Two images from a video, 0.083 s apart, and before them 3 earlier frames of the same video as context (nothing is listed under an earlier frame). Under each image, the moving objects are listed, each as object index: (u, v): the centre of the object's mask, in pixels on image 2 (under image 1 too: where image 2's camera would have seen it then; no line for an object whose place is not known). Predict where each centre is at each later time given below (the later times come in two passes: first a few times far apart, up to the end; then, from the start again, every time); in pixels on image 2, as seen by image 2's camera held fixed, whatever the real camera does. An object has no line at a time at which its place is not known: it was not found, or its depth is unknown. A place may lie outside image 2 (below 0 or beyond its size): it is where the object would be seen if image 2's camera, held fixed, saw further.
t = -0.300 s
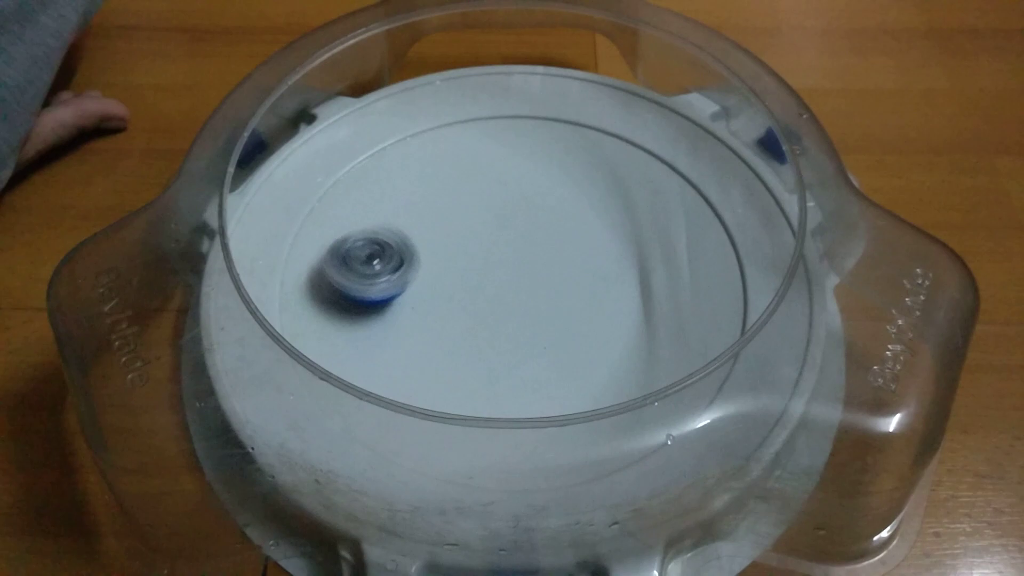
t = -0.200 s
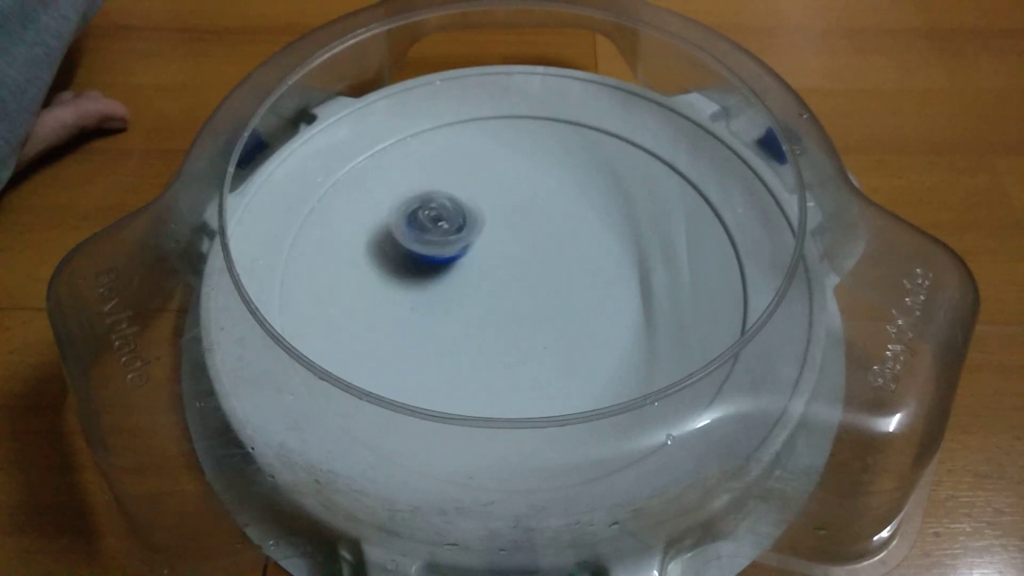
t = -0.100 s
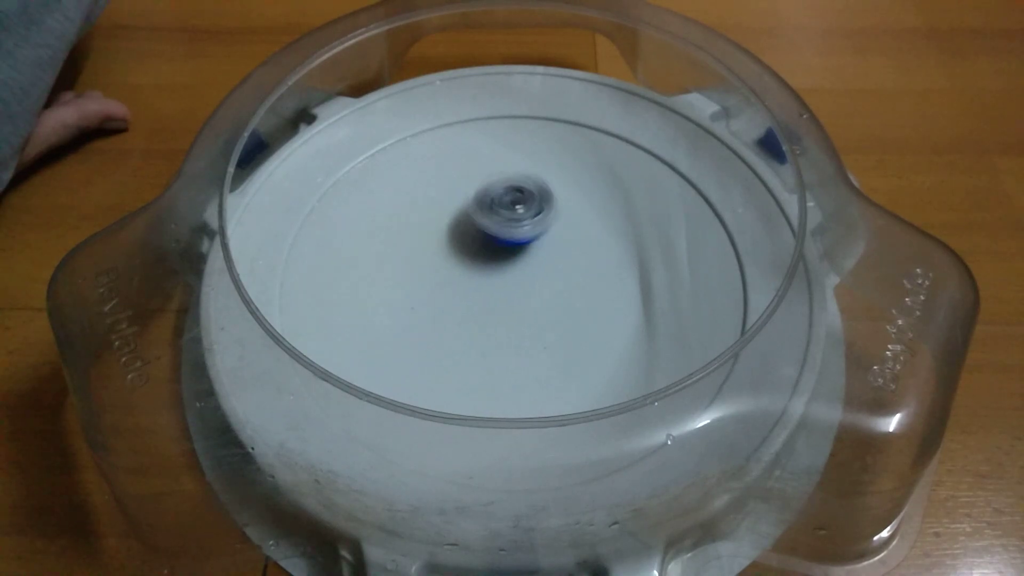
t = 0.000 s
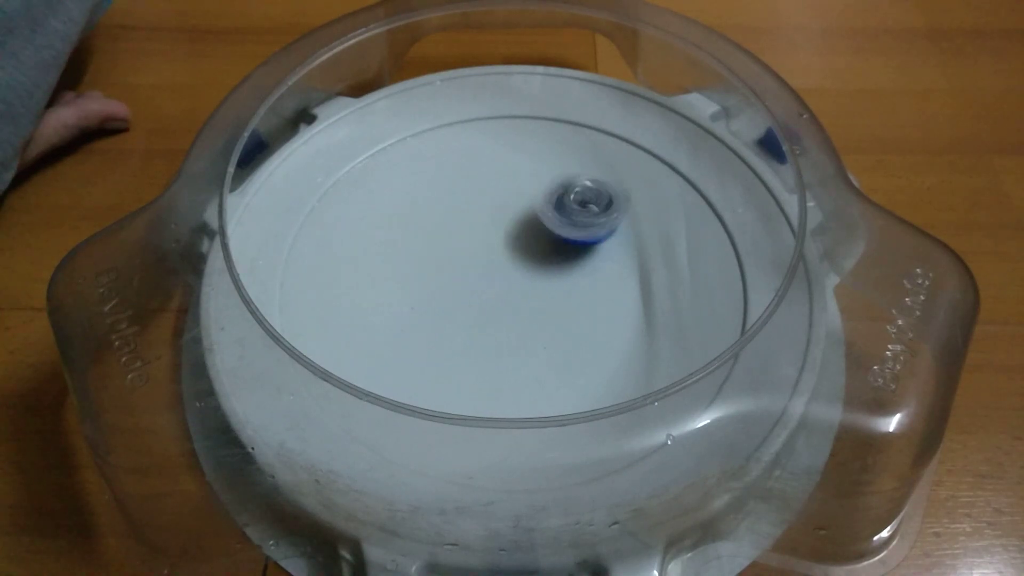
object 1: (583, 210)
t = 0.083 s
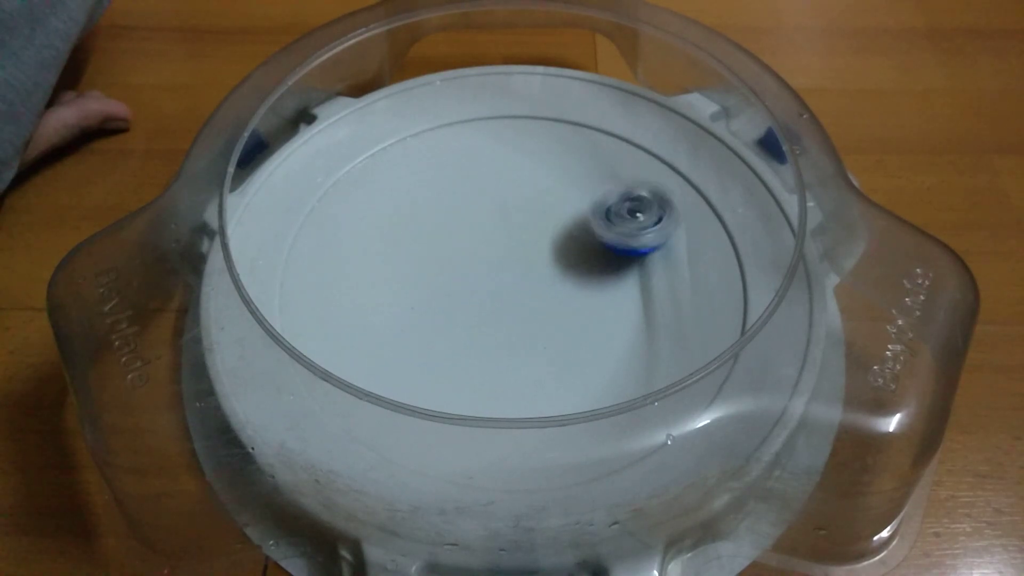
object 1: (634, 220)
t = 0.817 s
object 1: (406, 209)
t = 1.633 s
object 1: (481, 383)
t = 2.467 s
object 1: (636, 253)
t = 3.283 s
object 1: (510, 231)
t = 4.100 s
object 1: (499, 224)
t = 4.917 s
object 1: (418, 301)
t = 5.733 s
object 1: (584, 321)
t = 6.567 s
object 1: (535, 219)
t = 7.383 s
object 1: (501, 251)
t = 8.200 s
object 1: (492, 250)
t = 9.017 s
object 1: (485, 296)
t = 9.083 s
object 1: (467, 295)
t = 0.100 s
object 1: (641, 222)
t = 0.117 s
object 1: (649, 226)
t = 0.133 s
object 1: (655, 230)
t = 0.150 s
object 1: (661, 233)
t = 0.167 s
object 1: (669, 238)
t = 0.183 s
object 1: (674, 244)
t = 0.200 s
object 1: (679, 249)
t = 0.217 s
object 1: (682, 256)
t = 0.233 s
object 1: (685, 263)
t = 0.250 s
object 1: (685, 271)
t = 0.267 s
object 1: (686, 278)
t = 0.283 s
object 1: (685, 286)
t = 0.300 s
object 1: (683, 294)
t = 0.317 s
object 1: (678, 304)
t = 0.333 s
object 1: (671, 311)
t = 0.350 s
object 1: (662, 319)
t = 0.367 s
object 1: (651, 325)
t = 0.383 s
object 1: (639, 329)
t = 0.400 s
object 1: (624, 334)
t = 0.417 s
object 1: (614, 336)
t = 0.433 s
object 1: (598, 338)
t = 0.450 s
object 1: (584, 336)
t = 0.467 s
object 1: (571, 337)
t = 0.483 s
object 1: (555, 336)
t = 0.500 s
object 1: (540, 333)
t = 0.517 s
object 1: (527, 330)
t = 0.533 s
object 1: (515, 325)
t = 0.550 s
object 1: (503, 321)
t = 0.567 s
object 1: (492, 315)
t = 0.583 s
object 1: (482, 309)
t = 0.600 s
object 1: (471, 303)
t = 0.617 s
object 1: (462, 295)
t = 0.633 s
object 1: (451, 289)
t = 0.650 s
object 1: (443, 282)
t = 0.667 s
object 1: (435, 275)
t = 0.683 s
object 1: (430, 268)
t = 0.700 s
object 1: (424, 261)
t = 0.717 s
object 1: (419, 253)
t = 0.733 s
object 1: (415, 245)
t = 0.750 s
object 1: (410, 239)
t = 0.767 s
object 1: (408, 230)
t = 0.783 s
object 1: (406, 223)
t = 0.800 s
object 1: (407, 217)
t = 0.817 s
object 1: (406, 209)
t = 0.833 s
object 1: (405, 203)
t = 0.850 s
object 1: (407, 195)
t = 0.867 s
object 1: (408, 189)
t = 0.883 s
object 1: (409, 180)
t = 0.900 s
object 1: (412, 175)
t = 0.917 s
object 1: (418, 170)
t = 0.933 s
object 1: (423, 164)
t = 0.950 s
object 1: (428, 160)
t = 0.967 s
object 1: (436, 155)
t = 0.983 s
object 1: (442, 152)
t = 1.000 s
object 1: (450, 149)
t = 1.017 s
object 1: (459, 149)
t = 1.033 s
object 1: (469, 150)
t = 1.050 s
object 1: (477, 151)
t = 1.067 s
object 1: (487, 154)
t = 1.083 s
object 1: (496, 158)
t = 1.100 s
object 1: (504, 163)
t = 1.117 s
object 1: (514, 168)
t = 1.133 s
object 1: (521, 174)
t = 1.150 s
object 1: (531, 182)
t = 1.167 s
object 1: (538, 189)
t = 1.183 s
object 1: (545, 199)
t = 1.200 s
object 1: (551, 206)
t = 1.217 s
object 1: (555, 216)
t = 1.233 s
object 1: (559, 225)
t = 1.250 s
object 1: (563, 234)
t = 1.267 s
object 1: (568, 244)
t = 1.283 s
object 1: (569, 253)
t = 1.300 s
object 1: (572, 263)
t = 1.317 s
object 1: (572, 273)
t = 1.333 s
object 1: (572, 282)
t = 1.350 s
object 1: (572, 290)
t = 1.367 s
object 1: (571, 299)
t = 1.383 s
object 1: (571, 308)
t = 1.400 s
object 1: (568, 316)
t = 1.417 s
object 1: (566, 326)
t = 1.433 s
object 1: (563, 333)
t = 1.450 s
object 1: (559, 341)
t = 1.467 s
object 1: (558, 347)
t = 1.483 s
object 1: (553, 354)
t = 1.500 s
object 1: (547, 360)
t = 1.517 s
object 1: (540, 366)
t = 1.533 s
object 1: (532, 372)
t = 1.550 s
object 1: (526, 375)
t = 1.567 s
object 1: (520, 378)
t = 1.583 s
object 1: (511, 380)
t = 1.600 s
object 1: (499, 382)
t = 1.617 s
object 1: (490, 383)
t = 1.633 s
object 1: (481, 383)
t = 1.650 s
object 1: (472, 382)
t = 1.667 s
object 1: (463, 380)
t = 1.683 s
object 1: (452, 377)
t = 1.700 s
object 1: (443, 373)
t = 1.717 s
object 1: (437, 369)
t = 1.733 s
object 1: (432, 365)
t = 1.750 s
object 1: (428, 356)
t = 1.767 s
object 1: (422, 347)
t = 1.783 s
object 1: (421, 338)
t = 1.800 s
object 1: (423, 330)
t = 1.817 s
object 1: (423, 321)
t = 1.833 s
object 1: (425, 312)
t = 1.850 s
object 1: (426, 303)
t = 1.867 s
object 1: (429, 293)
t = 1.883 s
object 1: (437, 285)
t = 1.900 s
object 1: (441, 278)
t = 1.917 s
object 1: (446, 269)
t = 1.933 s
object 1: (452, 262)
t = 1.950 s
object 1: (458, 255)
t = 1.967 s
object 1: (466, 248)
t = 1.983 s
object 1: (474, 243)
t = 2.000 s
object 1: (480, 236)
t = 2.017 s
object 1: (488, 230)
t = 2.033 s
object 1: (496, 225)
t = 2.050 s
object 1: (505, 220)
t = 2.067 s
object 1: (513, 215)
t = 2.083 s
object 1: (519, 211)
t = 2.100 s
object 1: (526, 205)
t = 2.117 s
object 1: (535, 202)
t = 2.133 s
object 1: (543, 199)
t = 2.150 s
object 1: (550, 196)
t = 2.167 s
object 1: (557, 193)
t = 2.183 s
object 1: (565, 190)
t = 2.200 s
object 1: (572, 189)
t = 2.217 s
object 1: (581, 187)
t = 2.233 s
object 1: (590, 187)
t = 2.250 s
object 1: (596, 187)
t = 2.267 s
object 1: (605, 188)
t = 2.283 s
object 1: (612, 188)
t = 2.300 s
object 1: (619, 190)
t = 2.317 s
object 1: (626, 193)
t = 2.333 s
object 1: (631, 196)
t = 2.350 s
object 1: (638, 201)
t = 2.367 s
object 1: (641, 208)
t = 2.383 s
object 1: (645, 213)
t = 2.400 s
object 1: (645, 221)
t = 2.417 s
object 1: (646, 228)
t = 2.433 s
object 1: (646, 235)
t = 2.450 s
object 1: (642, 243)
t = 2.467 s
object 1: (636, 253)
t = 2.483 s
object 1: (630, 259)
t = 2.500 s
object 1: (624, 266)
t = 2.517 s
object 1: (615, 275)
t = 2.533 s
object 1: (604, 280)
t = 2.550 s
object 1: (593, 285)
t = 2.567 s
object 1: (586, 288)
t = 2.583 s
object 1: (575, 292)
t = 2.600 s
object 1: (563, 295)
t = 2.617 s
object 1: (552, 297)
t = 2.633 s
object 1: (540, 300)
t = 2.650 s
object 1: (530, 300)
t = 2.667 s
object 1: (519, 301)
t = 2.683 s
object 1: (506, 302)
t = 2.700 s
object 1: (497, 302)
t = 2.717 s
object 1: (487, 301)
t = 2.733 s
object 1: (475, 301)
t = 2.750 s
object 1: (464, 298)
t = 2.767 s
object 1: (454, 298)
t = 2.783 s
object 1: (446, 296)
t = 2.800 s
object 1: (436, 293)
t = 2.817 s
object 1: (425, 291)
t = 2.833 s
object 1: (418, 288)
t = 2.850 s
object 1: (411, 285)
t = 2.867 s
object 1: (404, 280)
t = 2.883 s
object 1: (396, 275)
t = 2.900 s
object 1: (393, 271)
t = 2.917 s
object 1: (389, 266)
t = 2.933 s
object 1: (384, 259)
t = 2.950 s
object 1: (381, 253)
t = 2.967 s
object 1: (381, 248)
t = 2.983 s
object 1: (380, 241)
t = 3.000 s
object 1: (380, 236)
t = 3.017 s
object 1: (382, 230)
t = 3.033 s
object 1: (385, 226)
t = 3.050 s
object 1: (390, 222)
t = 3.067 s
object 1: (394, 216)
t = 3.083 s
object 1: (401, 214)
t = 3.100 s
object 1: (412, 211)
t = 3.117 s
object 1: (419, 209)
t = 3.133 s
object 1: (425, 208)
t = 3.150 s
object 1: (437, 207)
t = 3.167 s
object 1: (446, 209)
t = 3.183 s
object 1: (455, 210)
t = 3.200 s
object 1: (464, 211)
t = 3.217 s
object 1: (475, 215)
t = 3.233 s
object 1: (484, 218)
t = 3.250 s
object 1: (492, 221)
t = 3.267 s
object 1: (500, 225)
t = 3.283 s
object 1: (510, 231)
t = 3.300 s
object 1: (517, 235)
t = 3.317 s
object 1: (523, 240)
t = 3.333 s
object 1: (532, 246)
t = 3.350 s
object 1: (539, 251)
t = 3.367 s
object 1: (546, 256)
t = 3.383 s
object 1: (552, 262)
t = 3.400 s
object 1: (559, 268)
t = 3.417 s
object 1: (565, 273)
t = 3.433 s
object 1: (570, 279)
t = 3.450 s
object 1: (574, 285)
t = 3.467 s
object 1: (580, 290)
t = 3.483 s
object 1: (584, 297)
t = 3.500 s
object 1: (585, 302)
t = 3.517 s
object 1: (590, 307)
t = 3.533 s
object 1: (592, 314)
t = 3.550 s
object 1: (592, 319)
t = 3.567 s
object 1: (594, 323)
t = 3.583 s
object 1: (595, 331)
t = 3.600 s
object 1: (594, 336)
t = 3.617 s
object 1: (591, 341)
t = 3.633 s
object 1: (592, 346)
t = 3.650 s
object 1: (588, 352)
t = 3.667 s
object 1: (582, 357)
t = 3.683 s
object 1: (577, 360)
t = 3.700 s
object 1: (572, 362)
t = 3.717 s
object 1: (562, 363)
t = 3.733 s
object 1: (553, 364)
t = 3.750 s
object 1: (547, 363)
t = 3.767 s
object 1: (537, 360)
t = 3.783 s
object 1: (527, 356)
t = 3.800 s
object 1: (522, 352)
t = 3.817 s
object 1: (514, 346)
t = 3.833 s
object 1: (506, 340)
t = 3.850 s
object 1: (504, 334)
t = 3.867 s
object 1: (499, 326)
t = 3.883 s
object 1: (494, 318)
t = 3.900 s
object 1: (493, 311)
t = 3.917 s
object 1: (492, 302)
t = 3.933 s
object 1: (488, 295)
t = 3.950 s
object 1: (490, 288)
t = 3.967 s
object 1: (489, 280)
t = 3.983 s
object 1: (487, 273)
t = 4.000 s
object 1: (490, 265)
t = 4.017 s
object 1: (491, 258)
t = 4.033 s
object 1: (490, 252)
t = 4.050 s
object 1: (493, 244)
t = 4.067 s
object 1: (496, 238)
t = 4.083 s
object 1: (496, 231)
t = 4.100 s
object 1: (499, 224)
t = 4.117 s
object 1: (503, 219)
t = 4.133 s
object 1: (505, 213)
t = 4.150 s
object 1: (508, 207)
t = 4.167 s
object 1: (512, 202)
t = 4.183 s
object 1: (515, 198)
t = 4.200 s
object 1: (517, 192)
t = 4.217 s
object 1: (523, 189)
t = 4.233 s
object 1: (526, 186)
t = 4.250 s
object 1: (530, 182)
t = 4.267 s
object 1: (536, 180)
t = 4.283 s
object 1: (541, 178)
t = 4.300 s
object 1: (545, 176)
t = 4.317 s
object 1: (552, 175)
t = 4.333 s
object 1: (558, 176)
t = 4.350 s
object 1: (561, 177)
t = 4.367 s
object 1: (567, 180)
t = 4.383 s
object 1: (573, 183)
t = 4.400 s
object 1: (576, 187)
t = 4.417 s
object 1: (578, 189)
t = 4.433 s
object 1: (582, 194)
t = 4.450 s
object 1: (580, 200)
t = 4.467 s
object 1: (582, 206)
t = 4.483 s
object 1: (583, 212)
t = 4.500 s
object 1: (579, 220)
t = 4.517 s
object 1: (578, 226)
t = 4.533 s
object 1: (575, 234)
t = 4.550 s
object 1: (571, 239)
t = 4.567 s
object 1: (568, 245)
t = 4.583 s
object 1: (562, 252)
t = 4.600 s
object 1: (557, 257)
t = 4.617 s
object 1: (551, 261)
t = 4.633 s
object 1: (544, 267)
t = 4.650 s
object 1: (537, 271)
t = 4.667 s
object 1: (531, 276)
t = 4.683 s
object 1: (522, 281)
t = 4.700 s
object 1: (516, 284)
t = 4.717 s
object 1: (509, 287)
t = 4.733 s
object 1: (500, 292)
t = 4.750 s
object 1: (494, 294)
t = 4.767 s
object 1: (487, 296)
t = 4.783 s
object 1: (477, 300)
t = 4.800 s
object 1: (471, 301)
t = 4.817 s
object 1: (464, 302)
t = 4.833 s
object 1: (453, 304)
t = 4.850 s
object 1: (448, 304)
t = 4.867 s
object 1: (441, 304)
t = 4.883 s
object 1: (431, 304)
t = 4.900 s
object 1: (426, 304)
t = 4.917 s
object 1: (418, 301)
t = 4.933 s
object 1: (411, 300)
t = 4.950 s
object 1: (407, 297)
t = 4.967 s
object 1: (401, 293)
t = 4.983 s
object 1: (398, 290)
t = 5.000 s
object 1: (396, 285)
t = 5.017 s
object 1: (394, 278)
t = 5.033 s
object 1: (395, 274)
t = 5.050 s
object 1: (396, 269)
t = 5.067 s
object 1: (399, 262)
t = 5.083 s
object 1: (404, 260)
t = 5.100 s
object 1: (409, 256)
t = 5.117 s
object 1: (418, 251)
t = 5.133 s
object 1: (425, 250)
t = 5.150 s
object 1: (431, 248)
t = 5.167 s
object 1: (441, 246)
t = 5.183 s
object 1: (449, 246)
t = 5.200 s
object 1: (457, 246)
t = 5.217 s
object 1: (467, 247)
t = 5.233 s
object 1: (474, 247)
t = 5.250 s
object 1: (483, 248)
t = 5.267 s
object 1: (491, 249)
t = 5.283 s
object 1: (499, 250)
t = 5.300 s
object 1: (508, 253)
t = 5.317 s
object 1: (516, 254)
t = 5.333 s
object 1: (523, 256)
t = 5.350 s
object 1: (532, 259)
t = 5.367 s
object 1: (537, 261)
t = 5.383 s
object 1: (546, 264)
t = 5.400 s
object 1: (553, 266)
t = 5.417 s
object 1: (557, 269)
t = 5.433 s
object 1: (566, 272)
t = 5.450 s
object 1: (571, 274)
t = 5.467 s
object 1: (575, 277)
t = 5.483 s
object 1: (581, 281)
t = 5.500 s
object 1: (584, 283)
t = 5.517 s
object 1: (590, 288)
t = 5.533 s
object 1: (592, 291)
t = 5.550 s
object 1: (595, 294)
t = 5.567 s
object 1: (598, 299)
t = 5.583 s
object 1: (598, 302)
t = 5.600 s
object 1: (601, 306)
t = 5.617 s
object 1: (599, 309)
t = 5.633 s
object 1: (598, 311)
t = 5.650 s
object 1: (598, 314)
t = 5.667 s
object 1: (596, 315)
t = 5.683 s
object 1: (596, 318)
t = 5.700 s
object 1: (592, 319)
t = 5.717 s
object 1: (588, 320)
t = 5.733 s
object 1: (584, 321)
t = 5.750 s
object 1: (579, 322)
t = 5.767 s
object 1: (576, 322)
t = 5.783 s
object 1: (570, 322)
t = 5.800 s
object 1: (563, 323)
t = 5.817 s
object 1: (560, 322)
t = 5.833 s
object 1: (553, 320)
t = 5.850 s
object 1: (549, 318)
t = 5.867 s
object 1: (542, 316)
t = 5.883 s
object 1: (537, 312)
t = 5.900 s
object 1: (532, 309)
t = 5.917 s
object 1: (523, 304)
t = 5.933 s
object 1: (521, 300)
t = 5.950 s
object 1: (515, 295)
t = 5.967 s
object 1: (511, 291)
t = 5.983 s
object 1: (506, 285)
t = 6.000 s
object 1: (503, 280)
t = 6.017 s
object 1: (500, 275)
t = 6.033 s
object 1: (495, 269)
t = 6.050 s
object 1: (494, 265)
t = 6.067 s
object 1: (491, 259)
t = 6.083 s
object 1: (489, 254)
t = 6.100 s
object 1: (488, 249)
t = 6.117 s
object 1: (486, 242)
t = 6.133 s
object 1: (487, 237)
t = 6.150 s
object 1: (484, 232)
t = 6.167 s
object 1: (486, 227)
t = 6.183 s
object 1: (486, 222)
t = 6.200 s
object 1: (487, 218)
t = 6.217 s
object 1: (489, 214)
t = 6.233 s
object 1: (489, 208)
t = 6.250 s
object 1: (492, 205)
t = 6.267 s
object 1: (493, 202)
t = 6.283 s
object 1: (497, 198)
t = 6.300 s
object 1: (498, 195)
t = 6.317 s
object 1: (500, 193)
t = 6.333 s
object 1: (505, 192)
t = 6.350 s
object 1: (507, 191)
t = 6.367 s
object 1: (512, 191)
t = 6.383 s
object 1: (513, 192)
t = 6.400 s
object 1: (518, 192)
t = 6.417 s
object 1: (521, 193)
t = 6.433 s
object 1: (522, 195)
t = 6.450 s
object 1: (524, 197)
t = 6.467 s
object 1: (525, 198)
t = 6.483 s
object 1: (527, 201)
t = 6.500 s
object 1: (528, 203)
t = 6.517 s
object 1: (532, 206)
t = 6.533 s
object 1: (532, 210)
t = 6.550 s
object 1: (534, 214)
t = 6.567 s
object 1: (535, 219)
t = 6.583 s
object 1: (536, 222)
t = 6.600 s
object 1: (536, 227)
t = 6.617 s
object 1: (533, 232)
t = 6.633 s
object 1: (535, 238)
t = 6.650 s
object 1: (531, 243)
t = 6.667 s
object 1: (531, 248)
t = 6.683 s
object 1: (528, 254)
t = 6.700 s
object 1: (526, 257)
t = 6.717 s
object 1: (522, 262)
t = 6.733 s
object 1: (518, 267)
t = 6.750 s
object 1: (515, 272)
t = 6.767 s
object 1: (510, 275)
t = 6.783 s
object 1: (507, 279)
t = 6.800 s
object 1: (501, 283)
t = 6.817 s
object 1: (499, 286)
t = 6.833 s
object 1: (493, 289)
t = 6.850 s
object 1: (489, 291)
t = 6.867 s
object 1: (483, 294)
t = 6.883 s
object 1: (479, 295)
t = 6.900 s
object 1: (474, 298)
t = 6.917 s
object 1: (467, 299)
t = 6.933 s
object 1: (464, 300)
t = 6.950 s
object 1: (457, 301)
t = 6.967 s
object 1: (454, 301)
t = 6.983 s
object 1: (446, 300)
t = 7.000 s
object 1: (444, 300)
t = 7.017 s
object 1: (437, 298)
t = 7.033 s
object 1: (436, 295)
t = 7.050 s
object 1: (430, 293)
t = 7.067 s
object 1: (430, 290)
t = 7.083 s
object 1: (428, 286)
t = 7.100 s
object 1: (427, 285)
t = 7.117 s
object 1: (426, 281)
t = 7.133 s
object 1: (427, 277)
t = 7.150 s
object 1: (428, 274)
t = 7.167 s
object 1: (429, 272)
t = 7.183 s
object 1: (433, 268)
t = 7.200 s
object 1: (436, 265)
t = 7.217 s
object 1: (441, 262)
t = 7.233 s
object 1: (445, 260)
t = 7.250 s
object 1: (452, 257)
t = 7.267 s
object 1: (456, 254)
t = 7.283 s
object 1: (463, 253)
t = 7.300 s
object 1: (466, 252)
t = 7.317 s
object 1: (476, 251)
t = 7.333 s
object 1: (480, 250)
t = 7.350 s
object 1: (488, 251)
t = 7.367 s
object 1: (492, 250)
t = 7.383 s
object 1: (501, 251)
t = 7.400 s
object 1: (506, 251)
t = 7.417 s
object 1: (513, 252)
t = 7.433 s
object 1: (518, 254)
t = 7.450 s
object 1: (525, 255)
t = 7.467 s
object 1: (530, 256)
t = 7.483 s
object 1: (536, 258)
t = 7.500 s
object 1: (540, 260)
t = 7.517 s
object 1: (546, 261)
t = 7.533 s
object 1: (550, 263)
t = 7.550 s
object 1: (554, 266)
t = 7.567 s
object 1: (559, 268)
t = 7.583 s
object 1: (563, 270)
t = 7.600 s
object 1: (565, 273)
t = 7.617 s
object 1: (568, 275)
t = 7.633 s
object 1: (572, 278)
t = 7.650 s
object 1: (573, 280)
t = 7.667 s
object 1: (576, 284)
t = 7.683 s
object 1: (575, 286)
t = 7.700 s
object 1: (577, 290)
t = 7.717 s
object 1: (577, 291)
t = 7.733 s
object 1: (576, 295)
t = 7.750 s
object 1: (574, 296)
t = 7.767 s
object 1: (575, 298)
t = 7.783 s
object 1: (572, 299)
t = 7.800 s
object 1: (571, 301)
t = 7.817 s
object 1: (568, 302)
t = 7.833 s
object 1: (565, 304)
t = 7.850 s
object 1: (564, 303)
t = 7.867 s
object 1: (560, 304)
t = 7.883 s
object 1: (555, 305)
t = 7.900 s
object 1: (552, 305)
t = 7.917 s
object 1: (548, 304)
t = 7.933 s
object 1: (543, 304)
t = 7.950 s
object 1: (538, 303)
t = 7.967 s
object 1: (535, 301)
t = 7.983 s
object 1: (529, 299)
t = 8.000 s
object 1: (524, 297)
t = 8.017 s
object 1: (520, 294)
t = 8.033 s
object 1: (516, 291)
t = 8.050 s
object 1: (512, 287)
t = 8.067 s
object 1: (507, 284)
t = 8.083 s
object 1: (504, 280)
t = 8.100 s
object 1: (501, 277)
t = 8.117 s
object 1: (500, 272)
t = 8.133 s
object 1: (496, 267)
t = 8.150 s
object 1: (496, 263)
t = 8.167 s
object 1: (494, 259)
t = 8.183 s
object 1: (494, 255)
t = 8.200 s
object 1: (492, 250)
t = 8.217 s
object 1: (493, 247)
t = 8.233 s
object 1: (492, 243)
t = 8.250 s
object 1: (494, 239)
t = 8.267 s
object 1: (493, 234)
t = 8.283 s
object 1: (496, 231)
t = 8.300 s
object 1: (494, 227)
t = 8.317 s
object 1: (499, 224)
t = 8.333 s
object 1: (499, 220)
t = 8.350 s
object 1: (503, 218)
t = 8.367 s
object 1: (503, 215)
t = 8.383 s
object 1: (507, 214)
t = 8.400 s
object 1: (508, 213)
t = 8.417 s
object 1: (510, 212)
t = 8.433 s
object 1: (513, 211)
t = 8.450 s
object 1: (516, 211)
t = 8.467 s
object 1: (519, 209)
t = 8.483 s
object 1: (519, 210)
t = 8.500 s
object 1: (522, 210)
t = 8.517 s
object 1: (525, 211)
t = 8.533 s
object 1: (528, 212)
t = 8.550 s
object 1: (528, 213)
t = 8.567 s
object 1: (533, 216)
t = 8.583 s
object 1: (533, 218)
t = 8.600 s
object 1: (537, 221)
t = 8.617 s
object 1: (538, 222)
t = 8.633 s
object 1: (540, 224)
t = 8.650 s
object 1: (539, 228)
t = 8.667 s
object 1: (542, 232)
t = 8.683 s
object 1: (542, 234)
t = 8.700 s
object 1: (542, 238)
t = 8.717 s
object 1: (542, 242)
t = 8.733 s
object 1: (542, 248)
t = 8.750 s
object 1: (543, 251)
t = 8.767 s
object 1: (540, 255)
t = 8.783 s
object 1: (539, 259)
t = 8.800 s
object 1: (534, 262)
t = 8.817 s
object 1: (535, 267)
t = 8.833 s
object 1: (530, 270)
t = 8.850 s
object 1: (528, 274)
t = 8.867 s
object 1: (523, 276)
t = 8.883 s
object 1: (521, 281)
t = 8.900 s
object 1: (517, 283)
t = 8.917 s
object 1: (513, 286)
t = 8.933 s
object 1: (509, 289)
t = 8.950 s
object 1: (503, 291)
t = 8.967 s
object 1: (501, 293)
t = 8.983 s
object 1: (494, 294)
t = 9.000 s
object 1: (491, 295)
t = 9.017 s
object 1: (485, 296)
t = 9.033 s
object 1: (482, 297)
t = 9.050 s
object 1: (477, 296)
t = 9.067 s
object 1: (471, 296)
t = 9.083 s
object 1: (467, 295)
